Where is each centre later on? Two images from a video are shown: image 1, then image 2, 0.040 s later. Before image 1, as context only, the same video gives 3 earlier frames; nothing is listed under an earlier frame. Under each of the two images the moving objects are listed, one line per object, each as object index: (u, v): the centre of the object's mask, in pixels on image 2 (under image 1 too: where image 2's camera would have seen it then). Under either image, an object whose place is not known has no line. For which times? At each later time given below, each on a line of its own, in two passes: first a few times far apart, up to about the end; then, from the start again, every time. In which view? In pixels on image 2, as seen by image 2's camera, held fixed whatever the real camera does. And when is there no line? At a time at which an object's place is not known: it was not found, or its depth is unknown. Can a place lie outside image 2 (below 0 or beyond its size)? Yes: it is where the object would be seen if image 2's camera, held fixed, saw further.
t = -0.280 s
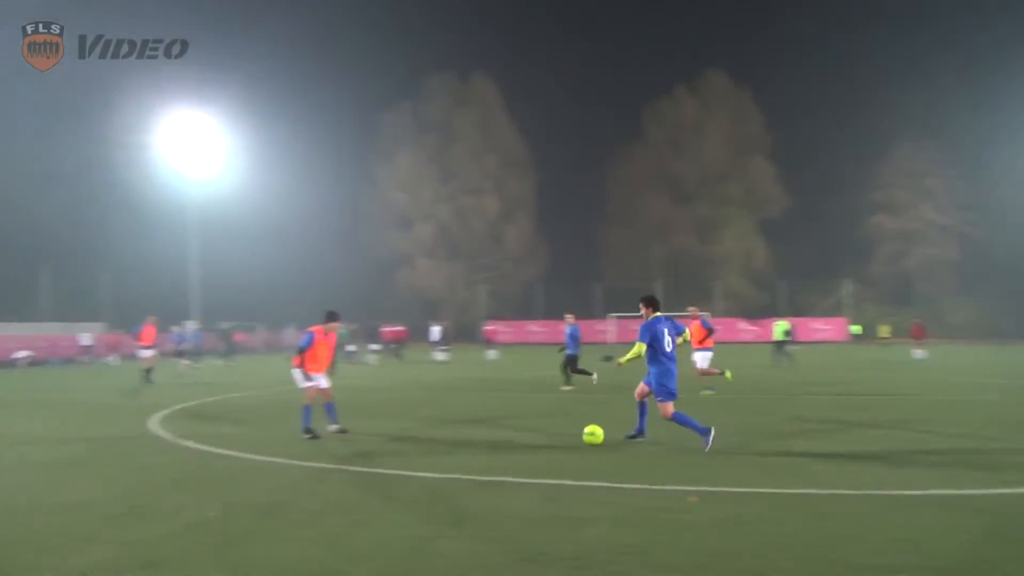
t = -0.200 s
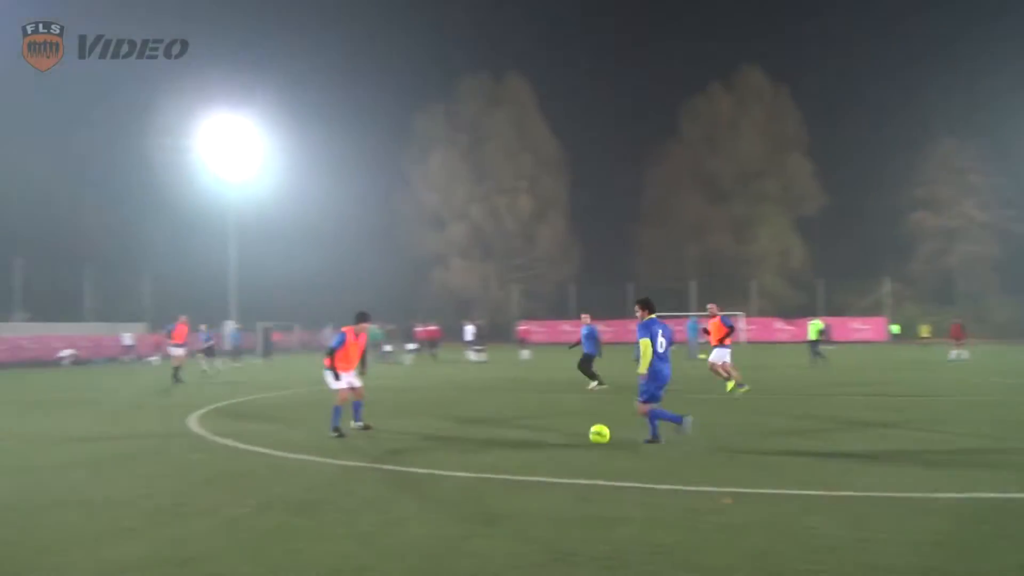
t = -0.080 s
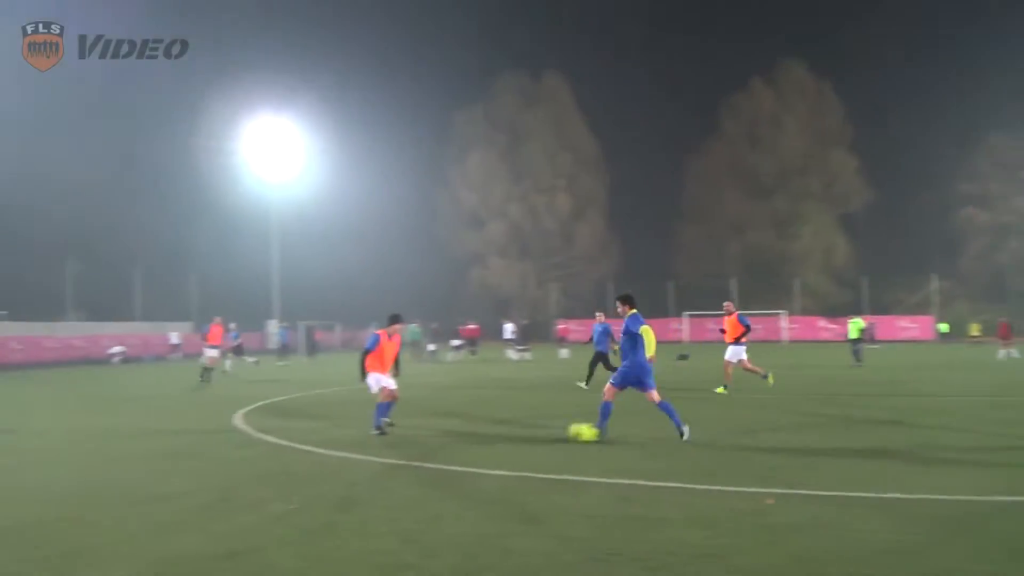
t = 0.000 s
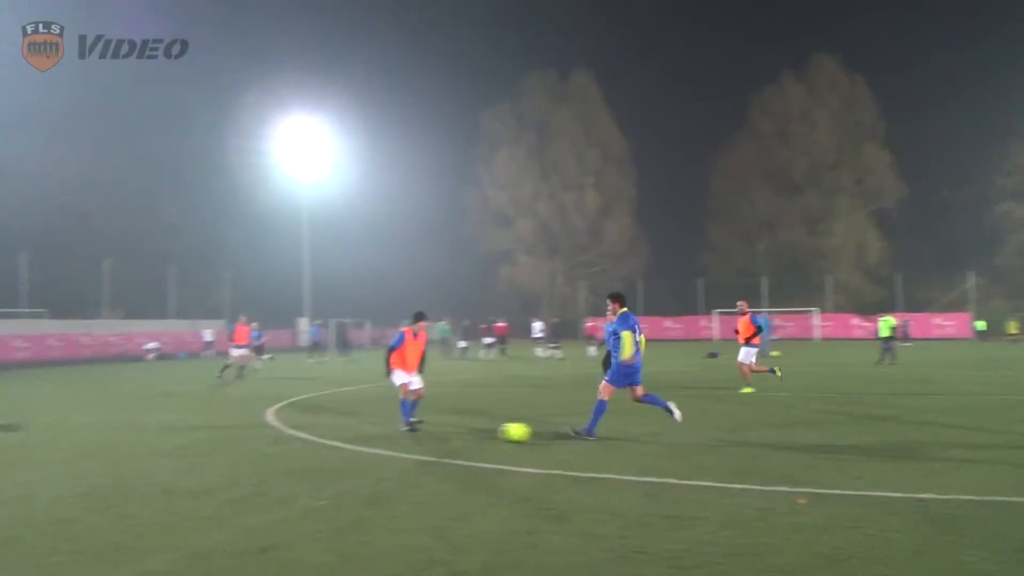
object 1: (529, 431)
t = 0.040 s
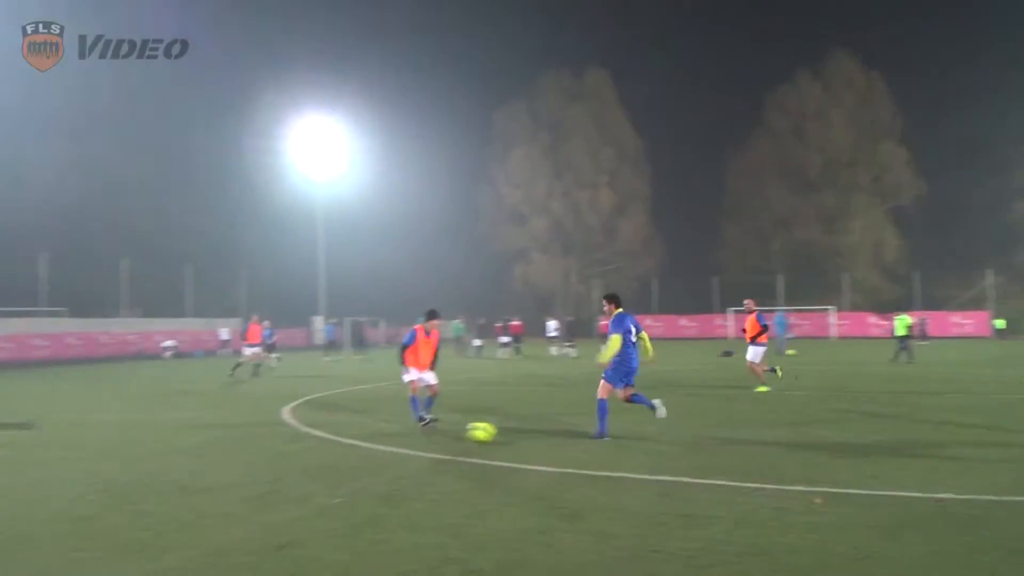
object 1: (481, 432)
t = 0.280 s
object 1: (200, 441)
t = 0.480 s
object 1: (-22, 447)
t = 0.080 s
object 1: (433, 433)
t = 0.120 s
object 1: (385, 435)
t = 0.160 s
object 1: (339, 436)
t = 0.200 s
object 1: (292, 437)
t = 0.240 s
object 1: (246, 438)
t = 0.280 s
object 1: (200, 441)
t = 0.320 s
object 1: (154, 442)
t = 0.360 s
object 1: (110, 443)
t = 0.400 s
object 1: (65, 446)
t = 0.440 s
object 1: (21, 446)
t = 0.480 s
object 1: (-22, 447)
